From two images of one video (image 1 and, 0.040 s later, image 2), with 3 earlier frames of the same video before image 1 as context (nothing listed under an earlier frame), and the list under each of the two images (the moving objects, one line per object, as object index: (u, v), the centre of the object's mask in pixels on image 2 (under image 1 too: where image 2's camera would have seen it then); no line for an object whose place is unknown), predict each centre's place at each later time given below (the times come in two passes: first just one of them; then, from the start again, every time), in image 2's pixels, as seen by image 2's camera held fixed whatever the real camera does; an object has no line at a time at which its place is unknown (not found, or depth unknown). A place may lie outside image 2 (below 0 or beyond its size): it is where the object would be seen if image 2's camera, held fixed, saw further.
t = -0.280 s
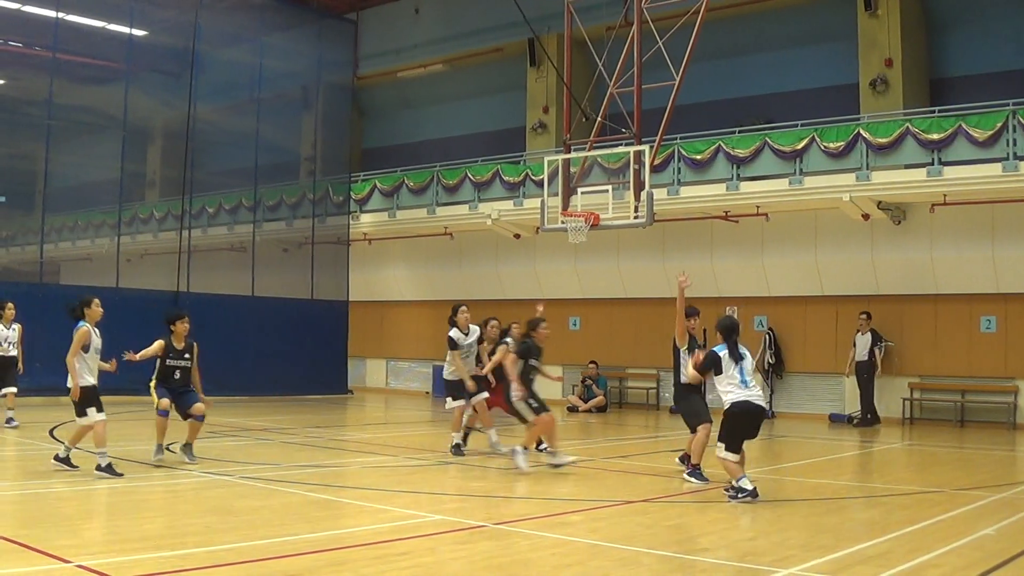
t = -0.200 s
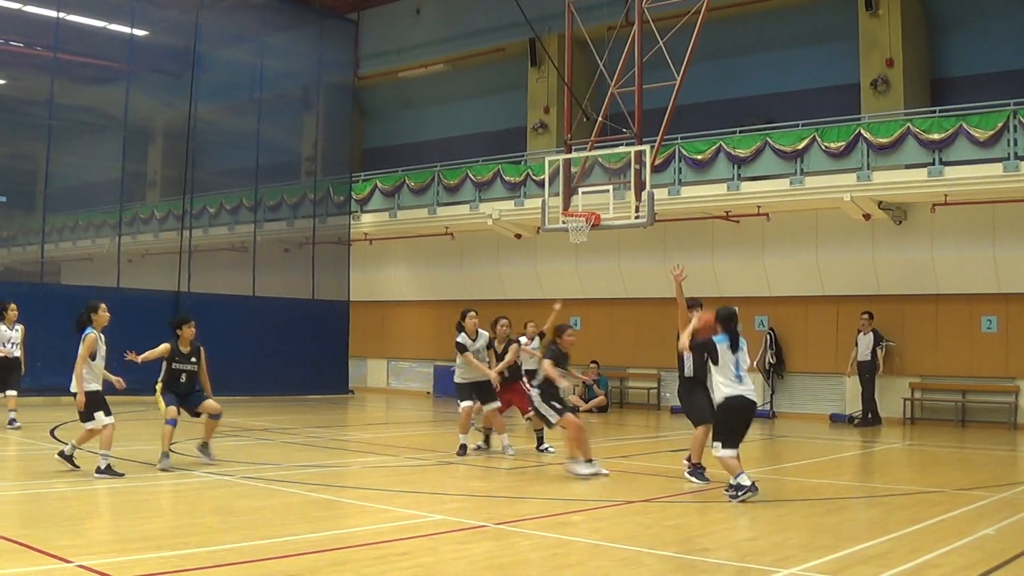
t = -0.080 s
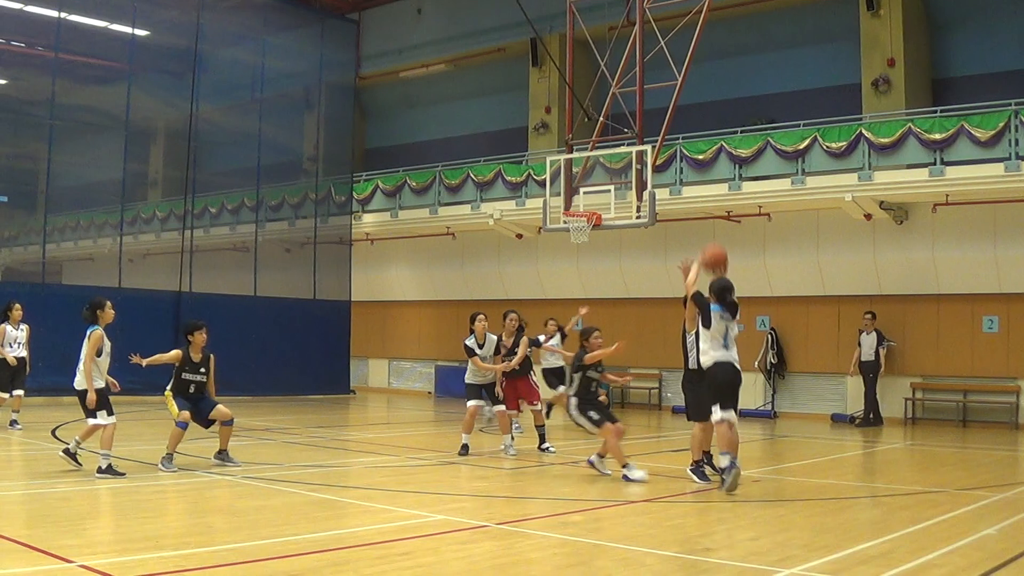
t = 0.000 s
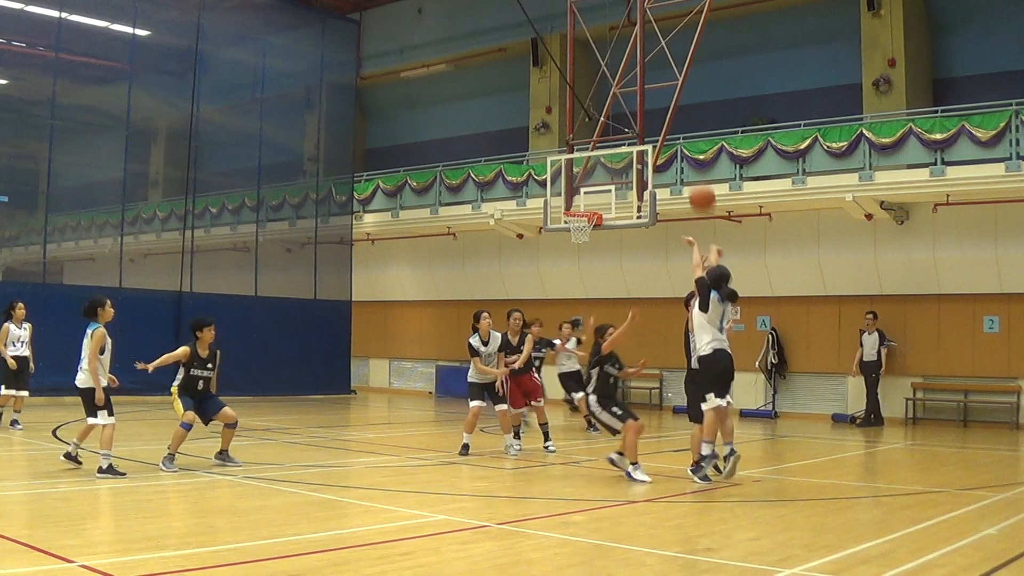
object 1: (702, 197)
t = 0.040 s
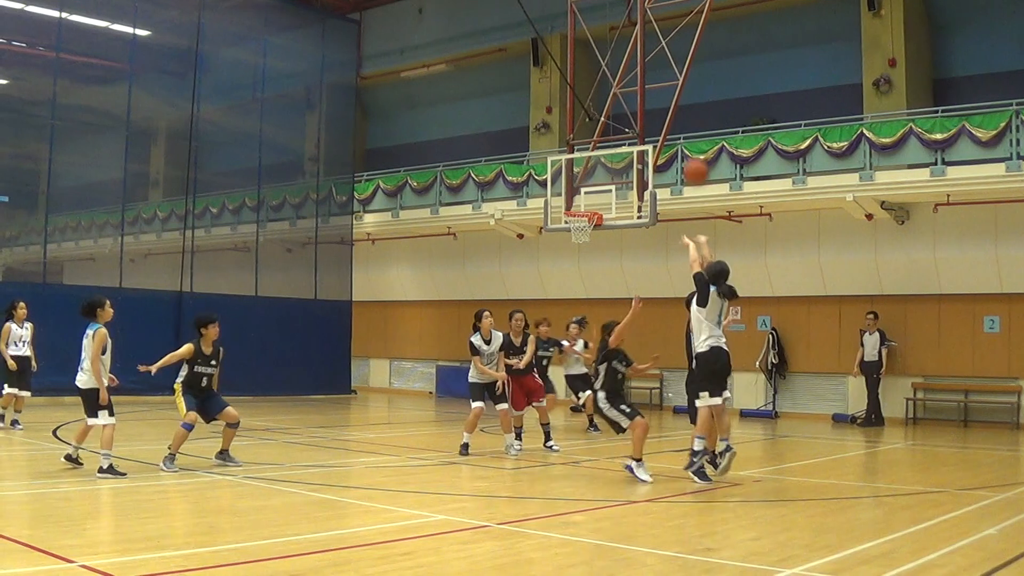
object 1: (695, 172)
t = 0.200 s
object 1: (671, 89)
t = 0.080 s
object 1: (689, 147)
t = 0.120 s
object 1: (683, 124)
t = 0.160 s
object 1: (677, 106)
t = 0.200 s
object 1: (671, 89)
